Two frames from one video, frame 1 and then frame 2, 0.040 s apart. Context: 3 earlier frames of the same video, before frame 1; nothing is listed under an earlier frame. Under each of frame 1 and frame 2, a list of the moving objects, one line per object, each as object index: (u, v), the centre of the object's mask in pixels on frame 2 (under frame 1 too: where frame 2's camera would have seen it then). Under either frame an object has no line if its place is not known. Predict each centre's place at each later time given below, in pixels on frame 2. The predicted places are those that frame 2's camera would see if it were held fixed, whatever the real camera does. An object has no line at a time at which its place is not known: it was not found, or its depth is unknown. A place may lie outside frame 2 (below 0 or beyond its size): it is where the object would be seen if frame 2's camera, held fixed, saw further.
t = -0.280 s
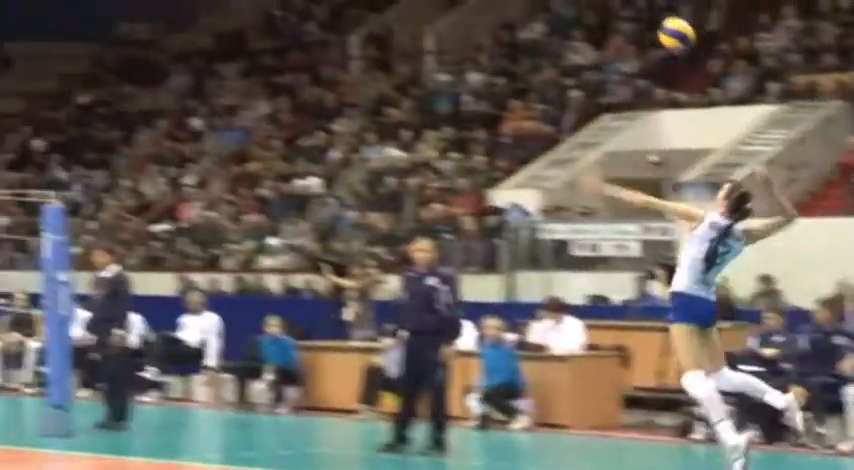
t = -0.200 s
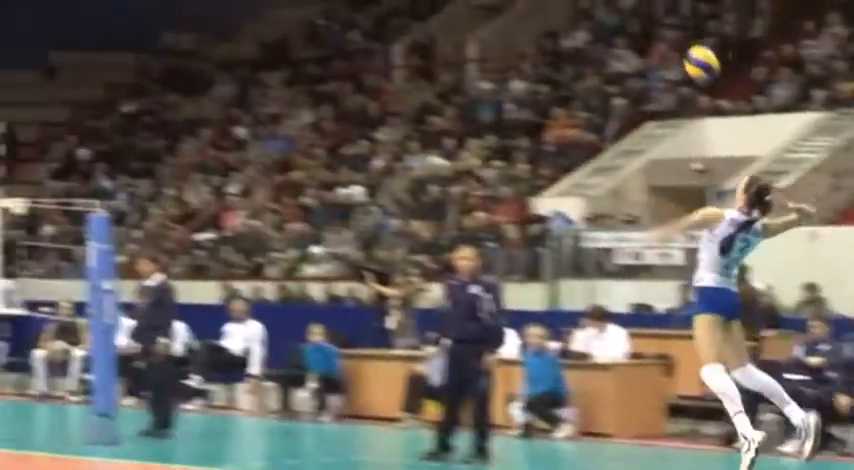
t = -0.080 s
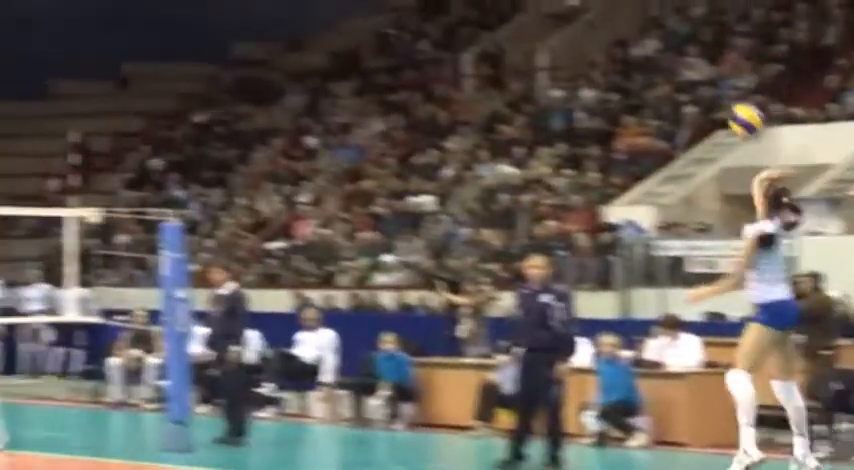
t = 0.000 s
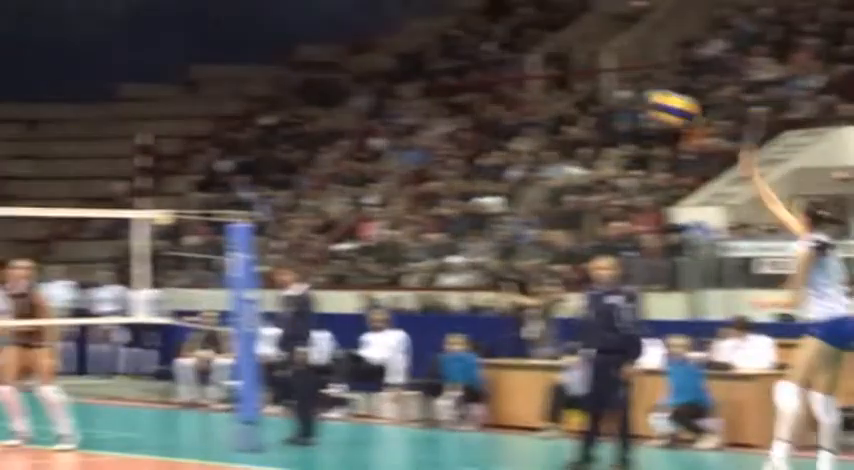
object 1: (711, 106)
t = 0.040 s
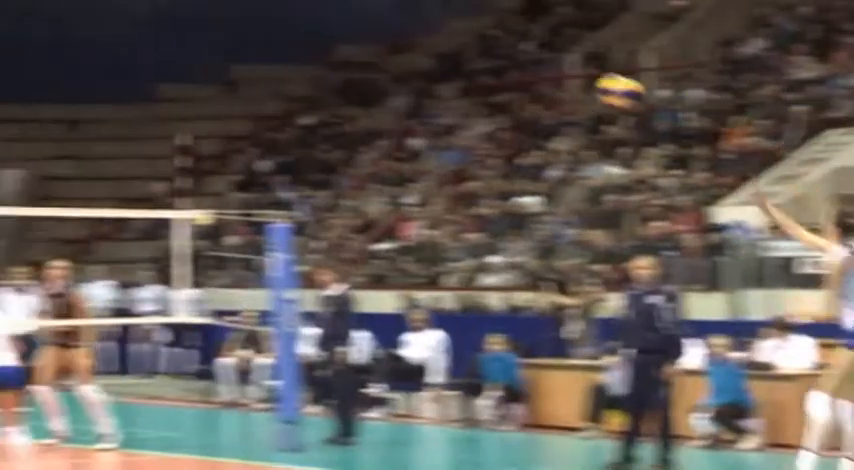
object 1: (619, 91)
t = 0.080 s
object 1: (531, 76)
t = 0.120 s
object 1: (449, 63)
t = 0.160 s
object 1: (372, 50)
